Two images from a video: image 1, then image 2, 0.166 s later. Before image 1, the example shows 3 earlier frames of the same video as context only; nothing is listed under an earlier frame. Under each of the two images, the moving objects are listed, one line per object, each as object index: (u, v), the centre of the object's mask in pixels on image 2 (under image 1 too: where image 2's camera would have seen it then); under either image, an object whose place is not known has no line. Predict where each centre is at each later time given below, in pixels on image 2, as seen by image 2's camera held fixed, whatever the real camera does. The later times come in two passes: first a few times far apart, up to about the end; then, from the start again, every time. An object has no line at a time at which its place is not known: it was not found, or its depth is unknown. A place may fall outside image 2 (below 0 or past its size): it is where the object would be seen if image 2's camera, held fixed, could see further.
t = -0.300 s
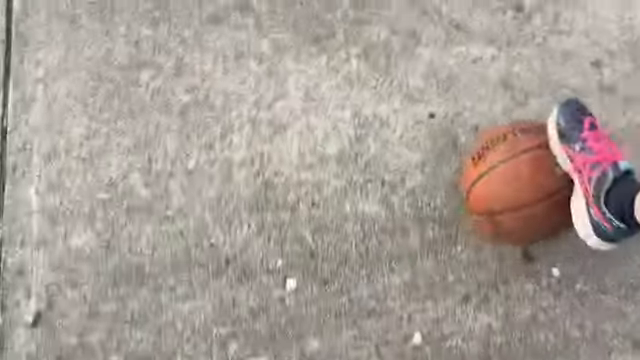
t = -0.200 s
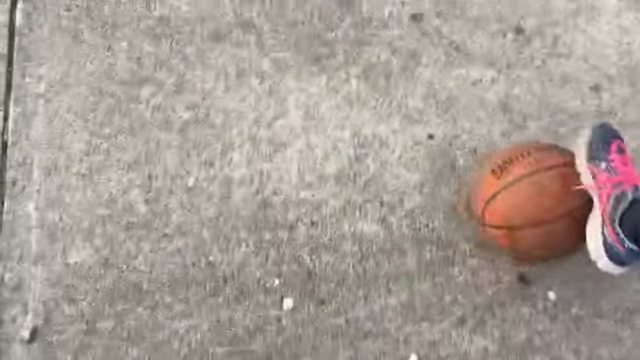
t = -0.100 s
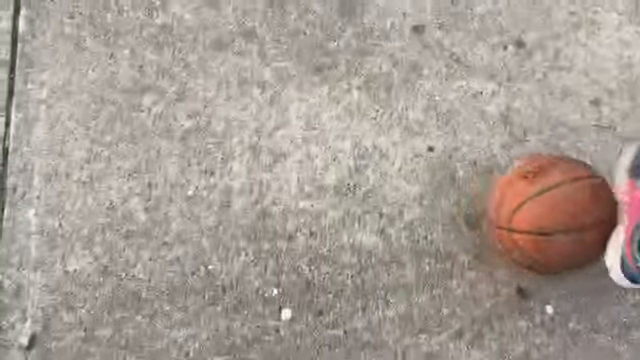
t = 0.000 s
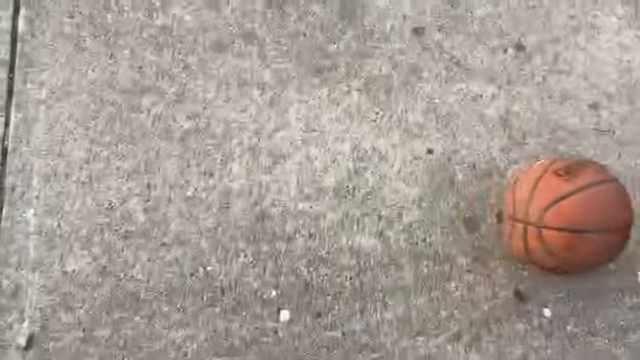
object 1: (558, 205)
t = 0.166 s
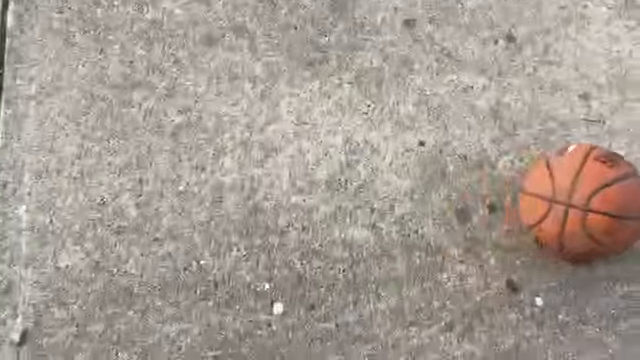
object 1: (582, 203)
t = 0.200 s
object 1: (586, 204)
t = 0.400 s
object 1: (608, 204)
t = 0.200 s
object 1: (586, 204)
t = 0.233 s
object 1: (590, 203)
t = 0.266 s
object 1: (593, 203)
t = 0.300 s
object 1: (597, 202)
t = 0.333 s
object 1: (601, 203)
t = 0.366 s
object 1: (605, 203)
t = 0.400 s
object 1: (608, 204)
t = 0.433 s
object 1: (612, 205)
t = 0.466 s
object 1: (617, 205)
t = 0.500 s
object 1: (618, 206)
